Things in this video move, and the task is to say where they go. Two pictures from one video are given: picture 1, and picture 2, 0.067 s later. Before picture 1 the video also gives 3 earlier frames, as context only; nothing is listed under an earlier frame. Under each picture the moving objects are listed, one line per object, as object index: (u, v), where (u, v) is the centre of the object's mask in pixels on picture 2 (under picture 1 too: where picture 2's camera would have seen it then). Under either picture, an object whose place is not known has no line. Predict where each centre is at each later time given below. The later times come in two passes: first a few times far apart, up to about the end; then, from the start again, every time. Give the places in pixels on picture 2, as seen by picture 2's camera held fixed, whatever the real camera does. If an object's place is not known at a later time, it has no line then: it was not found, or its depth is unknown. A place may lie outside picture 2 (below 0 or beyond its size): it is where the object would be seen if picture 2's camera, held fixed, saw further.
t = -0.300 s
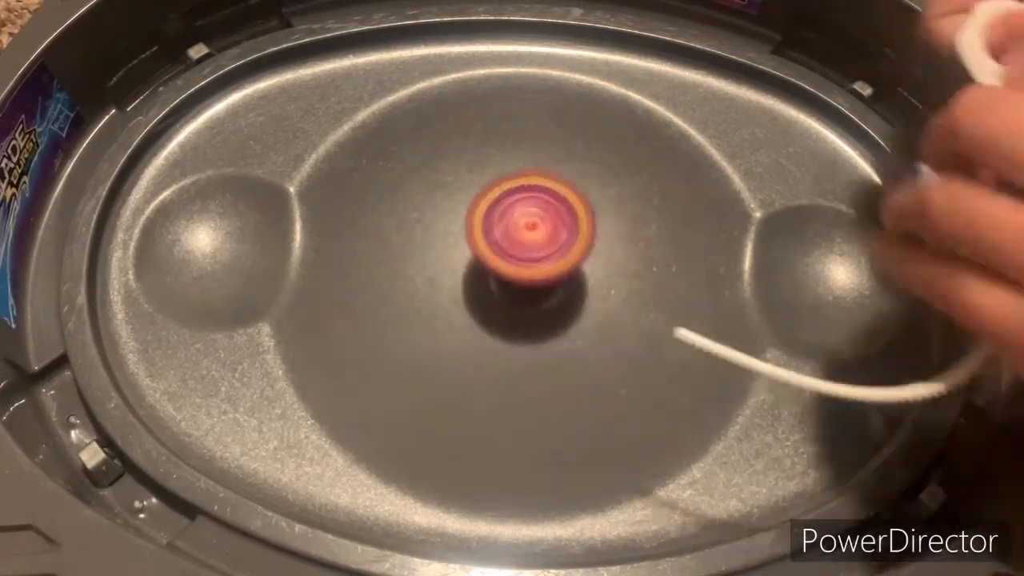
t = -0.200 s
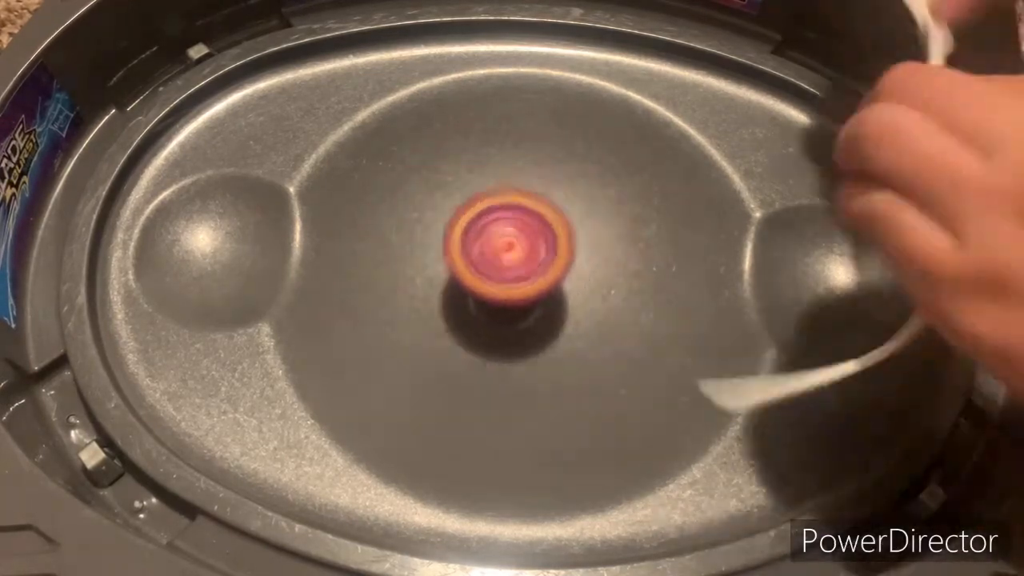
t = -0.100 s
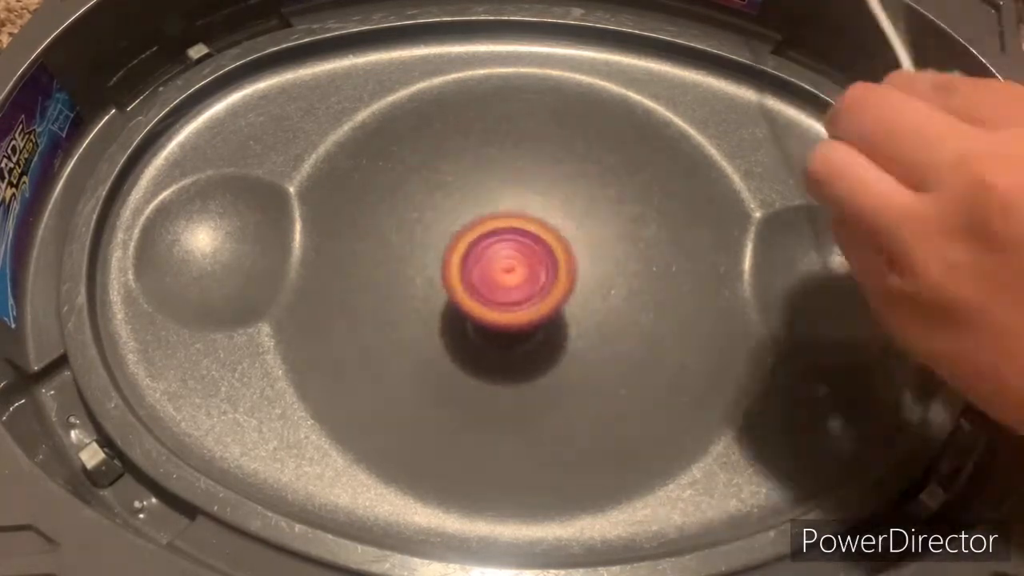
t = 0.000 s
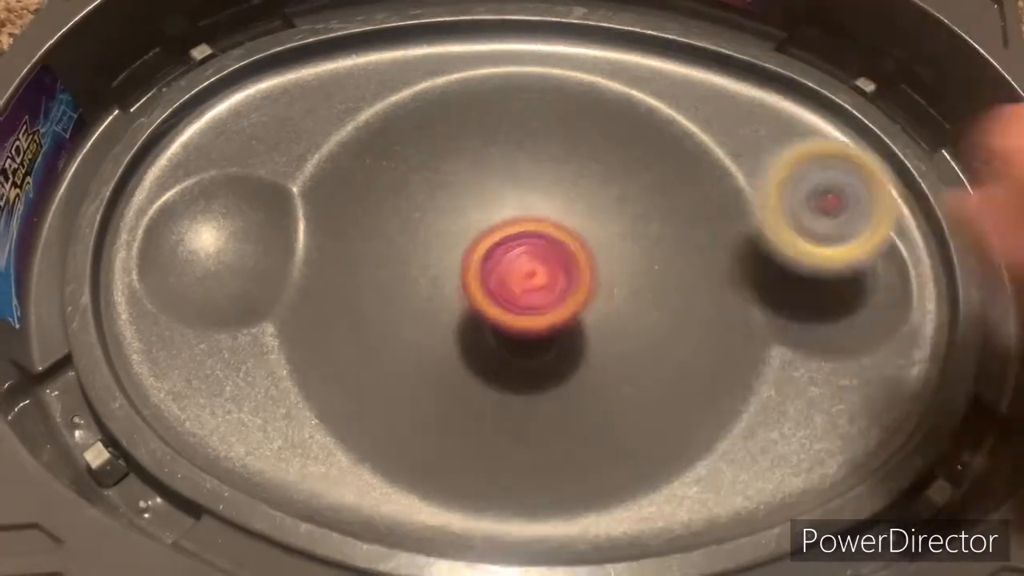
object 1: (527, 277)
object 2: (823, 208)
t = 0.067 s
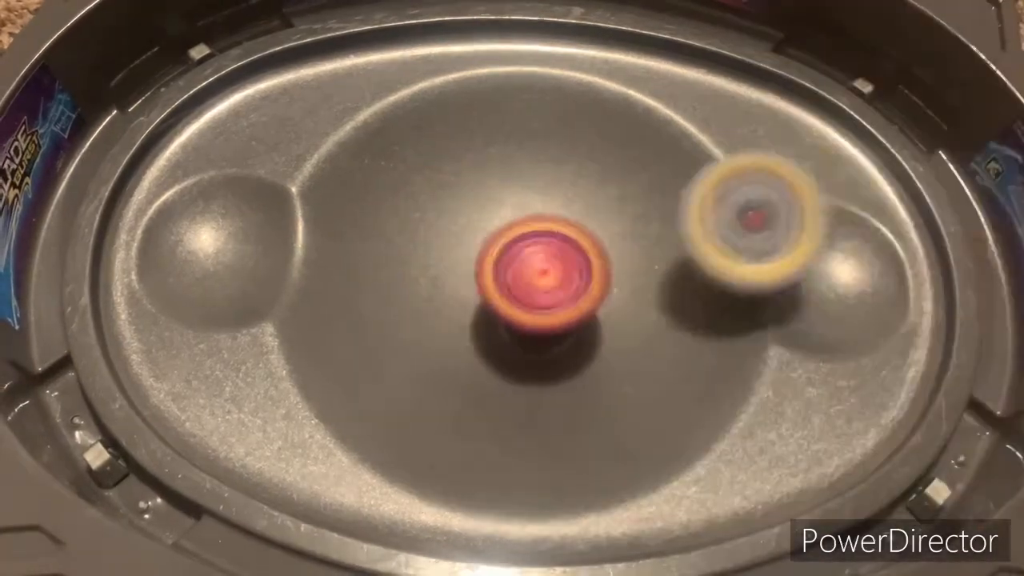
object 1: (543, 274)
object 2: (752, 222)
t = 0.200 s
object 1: (433, 261)
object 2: (675, 259)
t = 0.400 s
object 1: (337, 348)
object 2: (573, 264)
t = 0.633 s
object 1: (572, 361)
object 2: (479, 251)
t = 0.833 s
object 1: (627, 202)
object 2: (482, 199)
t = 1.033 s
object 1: (585, 104)
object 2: (334, 309)
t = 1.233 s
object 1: (451, 187)
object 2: (436, 494)
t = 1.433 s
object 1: (527, 318)
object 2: (603, 442)
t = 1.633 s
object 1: (626, 237)
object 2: (723, 354)
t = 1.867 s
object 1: (472, 87)
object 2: (597, 271)
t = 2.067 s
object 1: (331, 133)
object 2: (460, 337)
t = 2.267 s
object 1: (337, 198)
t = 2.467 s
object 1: (499, 295)
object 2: (608, 361)
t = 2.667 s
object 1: (573, 123)
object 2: (687, 284)
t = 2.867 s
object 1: (581, 74)
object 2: (464, 254)
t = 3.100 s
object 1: (563, 163)
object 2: (371, 359)
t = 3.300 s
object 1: (632, 251)
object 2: (464, 390)
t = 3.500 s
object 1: (675, 247)
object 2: (458, 351)
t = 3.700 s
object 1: (616, 278)
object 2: (498, 243)
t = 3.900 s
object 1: (585, 303)
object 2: (489, 190)
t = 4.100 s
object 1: (514, 319)
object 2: (506, 188)
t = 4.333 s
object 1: (469, 337)
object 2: (564, 252)
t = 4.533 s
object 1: (428, 289)
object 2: (577, 318)
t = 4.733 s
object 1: (432, 227)
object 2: (529, 332)
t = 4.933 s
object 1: (493, 164)
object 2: (470, 292)
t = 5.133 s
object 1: (566, 155)
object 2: (459, 221)
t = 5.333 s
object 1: (641, 221)
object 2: (495, 186)
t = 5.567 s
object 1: (639, 331)
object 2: (573, 220)
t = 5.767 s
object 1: (525, 384)
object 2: (592, 276)
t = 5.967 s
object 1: (410, 325)
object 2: (549, 319)
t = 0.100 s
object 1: (545, 268)
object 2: (714, 237)
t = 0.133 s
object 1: (532, 264)
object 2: (682, 250)
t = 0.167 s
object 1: (477, 260)
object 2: (681, 254)
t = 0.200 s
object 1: (433, 261)
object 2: (675, 259)
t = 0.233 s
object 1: (396, 267)
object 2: (667, 264)
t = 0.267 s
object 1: (367, 276)
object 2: (653, 267)
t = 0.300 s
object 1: (343, 290)
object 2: (635, 269)
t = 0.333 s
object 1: (331, 306)
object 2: (616, 268)
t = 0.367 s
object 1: (329, 326)
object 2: (594, 269)
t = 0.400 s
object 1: (337, 348)
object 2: (573, 264)
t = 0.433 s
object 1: (351, 368)
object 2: (550, 264)
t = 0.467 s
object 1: (378, 386)
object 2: (529, 263)
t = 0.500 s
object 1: (420, 403)
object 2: (513, 261)
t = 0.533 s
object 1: (461, 409)
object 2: (499, 261)
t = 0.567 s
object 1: (503, 400)
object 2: (490, 257)
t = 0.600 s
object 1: (542, 384)
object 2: (484, 257)
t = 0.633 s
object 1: (572, 361)
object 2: (479, 251)
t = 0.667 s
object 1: (607, 351)
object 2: (471, 233)
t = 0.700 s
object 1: (634, 328)
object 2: (466, 214)
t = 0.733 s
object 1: (648, 299)
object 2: (465, 203)
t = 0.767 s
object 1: (651, 268)
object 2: (467, 197)
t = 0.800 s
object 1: (645, 234)
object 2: (474, 193)
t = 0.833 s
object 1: (627, 202)
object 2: (482, 199)
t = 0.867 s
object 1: (628, 176)
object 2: (463, 205)
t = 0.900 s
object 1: (642, 152)
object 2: (425, 216)
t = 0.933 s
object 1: (643, 134)
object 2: (391, 231)
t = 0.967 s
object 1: (632, 120)
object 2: (364, 253)
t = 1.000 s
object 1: (612, 110)
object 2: (345, 280)
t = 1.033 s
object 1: (585, 104)
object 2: (334, 309)
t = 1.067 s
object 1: (556, 102)
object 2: (334, 340)
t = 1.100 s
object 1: (530, 106)
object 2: (343, 376)
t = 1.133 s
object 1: (504, 116)
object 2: (364, 409)
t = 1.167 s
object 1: (481, 134)
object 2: (391, 442)
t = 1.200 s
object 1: (462, 159)
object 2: (414, 474)
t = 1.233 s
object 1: (451, 187)
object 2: (436, 494)
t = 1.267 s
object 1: (446, 219)
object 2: (465, 497)
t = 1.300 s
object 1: (449, 251)
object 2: (496, 488)
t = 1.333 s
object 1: (459, 282)
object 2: (519, 476)
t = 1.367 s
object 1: (477, 310)
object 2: (541, 457)
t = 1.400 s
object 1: (499, 326)
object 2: (566, 433)
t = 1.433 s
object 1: (527, 318)
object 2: (603, 442)
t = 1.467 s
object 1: (552, 301)
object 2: (641, 443)
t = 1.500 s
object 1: (579, 289)
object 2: (673, 435)
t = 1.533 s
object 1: (598, 280)
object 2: (698, 422)
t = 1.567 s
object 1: (614, 267)
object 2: (714, 406)
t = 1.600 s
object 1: (622, 253)
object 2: (723, 383)
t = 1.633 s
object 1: (626, 237)
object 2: (723, 354)
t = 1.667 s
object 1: (625, 222)
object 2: (714, 320)
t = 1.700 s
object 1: (610, 177)
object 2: (710, 313)
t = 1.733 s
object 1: (590, 138)
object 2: (704, 309)
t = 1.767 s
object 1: (567, 109)
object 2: (689, 300)
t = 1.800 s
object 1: (540, 93)
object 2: (664, 290)
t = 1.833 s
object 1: (508, 87)
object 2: (632, 280)
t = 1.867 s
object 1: (472, 87)
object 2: (597, 271)
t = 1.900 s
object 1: (436, 100)
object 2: (559, 264)
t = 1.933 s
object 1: (406, 116)
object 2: (523, 255)
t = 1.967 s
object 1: (384, 140)
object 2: (493, 249)
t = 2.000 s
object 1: (371, 167)
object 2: (465, 246)
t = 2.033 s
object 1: (348, 149)
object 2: (460, 291)
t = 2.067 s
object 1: (331, 133)
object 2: (460, 337)
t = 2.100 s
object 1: (324, 132)
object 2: (467, 389)
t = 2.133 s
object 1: (318, 137)
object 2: (474, 423)
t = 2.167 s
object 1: (315, 144)
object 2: (492, 465)
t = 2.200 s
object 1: (318, 159)
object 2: (507, 497)
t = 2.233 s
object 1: (327, 175)
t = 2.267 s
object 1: (337, 198)
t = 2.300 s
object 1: (354, 224)
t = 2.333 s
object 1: (375, 248)
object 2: (587, 464)
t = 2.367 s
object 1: (403, 269)
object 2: (603, 444)
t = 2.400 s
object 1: (434, 286)
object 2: (607, 422)
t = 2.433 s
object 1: (470, 298)
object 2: (608, 384)
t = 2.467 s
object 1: (499, 295)
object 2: (608, 361)
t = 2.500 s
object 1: (512, 250)
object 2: (649, 369)
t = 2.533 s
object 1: (525, 210)
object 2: (680, 366)
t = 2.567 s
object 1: (541, 175)
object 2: (695, 354)
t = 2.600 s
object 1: (556, 150)
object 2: (706, 332)
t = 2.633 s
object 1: (566, 136)
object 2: (704, 305)
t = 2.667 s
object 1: (573, 123)
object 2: (687, 284)
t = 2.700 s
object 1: (578, 114)
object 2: (660, 261)
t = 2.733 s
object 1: (580, 110)
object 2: (631, 241)
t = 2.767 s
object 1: (582, 107)
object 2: (598, 231)
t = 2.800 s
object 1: (586, 91)
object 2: (552, 234)
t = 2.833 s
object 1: (585, 80)
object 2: (509, 242)
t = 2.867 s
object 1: (581, 74)
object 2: (464, 254)
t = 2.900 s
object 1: (580, 75)
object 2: (426, 267)
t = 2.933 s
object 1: (579, 80)
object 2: (394, 277)
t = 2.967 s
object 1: (575, 89)
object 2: (373, 289)
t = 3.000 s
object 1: (569, 104)
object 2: (359, 307)
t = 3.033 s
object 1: (564, 122)
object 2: (353, 327)
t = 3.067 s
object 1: (563, 144)
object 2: (357, 348)
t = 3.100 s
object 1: (563, 163)
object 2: (371, 359)
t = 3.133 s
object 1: (564, 187)
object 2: (393, 372)
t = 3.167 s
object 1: (565, 210)
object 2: (429, 379)
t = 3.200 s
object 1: (565, 230)
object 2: (463, 376)
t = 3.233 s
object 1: (566, 255)
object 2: (498, 368)
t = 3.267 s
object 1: (591, 264)
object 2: (491, 375)
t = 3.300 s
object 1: (632, 251)
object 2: (464, 390)
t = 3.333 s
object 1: (664, 243)
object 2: (448, 396)
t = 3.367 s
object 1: (682, 238)
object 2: (441, 397)
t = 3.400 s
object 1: (690, 237)
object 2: (440, 391)
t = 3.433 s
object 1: (690, 240)
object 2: (443, 381)
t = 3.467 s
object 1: (684, 242)
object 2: (449, 368)
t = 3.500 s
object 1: (675, 247)
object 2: (458, 351)
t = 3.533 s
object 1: (664, 253)
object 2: (470, 335)
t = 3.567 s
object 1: (650, 257)
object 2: (481, 315)
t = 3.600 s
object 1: (633, 264)
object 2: (497, 298)
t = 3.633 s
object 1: (622, 269)
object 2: (502, 283)
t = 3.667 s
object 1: (621, 273)
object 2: (501, 263)
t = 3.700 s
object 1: (616, 278)
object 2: (498, 243)
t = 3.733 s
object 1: (612, 284)
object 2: (497, 224)
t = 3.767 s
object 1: (610, 290)
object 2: (494, 209)
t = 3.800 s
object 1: (606, 293)
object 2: (493, 199)
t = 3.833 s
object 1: (600, 296)
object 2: (491, 193)
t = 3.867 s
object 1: (593, 301)
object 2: (490, 190)
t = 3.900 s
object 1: (585, 303)
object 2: (489, 190)
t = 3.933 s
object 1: (575, 305)
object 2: (488, 191)
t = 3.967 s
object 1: (564, 306)
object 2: (489, 193)
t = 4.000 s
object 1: (554, 304)
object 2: (491, 195)
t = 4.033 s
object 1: (539, 305)
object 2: (494, 194)
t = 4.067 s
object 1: (522, 311)
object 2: (499, 192)
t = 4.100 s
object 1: (514, 319)
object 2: (506, 188)
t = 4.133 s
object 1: (503, 328)
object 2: (515, 190)
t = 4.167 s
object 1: (494, 335)
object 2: (525, 198)
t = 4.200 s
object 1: (488, 337)
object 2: (535, 206)
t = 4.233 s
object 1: (479, 340)
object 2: (544, 215)
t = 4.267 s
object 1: (474, 341)
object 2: (553, 226)
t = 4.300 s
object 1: (472, 340)
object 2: (558, 239)
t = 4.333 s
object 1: (469, 337)
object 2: (564, 252)
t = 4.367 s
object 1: (467, 331)
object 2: (568, 263)
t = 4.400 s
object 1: (464, 325)
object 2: (574, 276)
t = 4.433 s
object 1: (452, 316)
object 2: (579, 288)
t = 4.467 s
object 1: (443, 308)
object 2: (581, 297)
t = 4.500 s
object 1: (438, 301)
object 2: (580, 310)
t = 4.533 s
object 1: (428, 289)
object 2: (577, 318)
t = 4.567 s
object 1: (423, 278)
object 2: (573, 325)
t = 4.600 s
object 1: (423, 269)
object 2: (567, 329)
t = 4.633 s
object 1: (421, 257)
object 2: (558, 333)
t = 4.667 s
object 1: (422, 247)
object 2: (547, 335)
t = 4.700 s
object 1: (428, 237)
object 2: (537, 333)
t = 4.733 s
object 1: (432, 227)
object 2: (529, 332)
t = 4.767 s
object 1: (439, 220)
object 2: (517, 327)
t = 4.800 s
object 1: (448, 210)
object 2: (507, 321)
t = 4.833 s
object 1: (460, 195)
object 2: (500, 317)
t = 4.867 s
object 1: (474, 185)
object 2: (491, 312)
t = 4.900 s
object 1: (483, 171)
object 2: (477, 303)
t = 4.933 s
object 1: (493, 164)
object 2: (470, 292)
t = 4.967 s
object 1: (508, 156)
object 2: (464, 281)
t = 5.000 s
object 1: (519, 150)
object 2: (460, 270)
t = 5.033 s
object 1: (530, 151)
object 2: (456, 257)
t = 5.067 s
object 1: (544, 148)
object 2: (455, 244)
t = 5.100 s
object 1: (553, 150)
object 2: (456, 234)
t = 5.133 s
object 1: (566, 155)
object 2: (459, 221)
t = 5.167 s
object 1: (578, 160)
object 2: (463, 210)
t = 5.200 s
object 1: (589, 172)
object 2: (466, 203)
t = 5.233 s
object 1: (607, 183)
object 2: (470, 197)
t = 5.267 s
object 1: (617, 195)
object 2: (477, 190)
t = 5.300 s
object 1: (630, 210)
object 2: (483, 186)
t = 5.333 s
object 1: (641, 221)
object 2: (495, 186)
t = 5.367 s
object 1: (648, 239)
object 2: (507, 186)
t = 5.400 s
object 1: (655, 255)
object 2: (518, 186)
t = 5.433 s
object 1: (656, 271)
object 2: (530, 191)
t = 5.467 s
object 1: (657, 289)
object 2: (543, 197)
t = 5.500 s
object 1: (654, 303)
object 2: (555, 202)
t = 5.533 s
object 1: (647, 318)
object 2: (563, 210)
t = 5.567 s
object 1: (639, 331)
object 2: (573, 220)
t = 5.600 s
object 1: (625, 343)
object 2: (582, 229)
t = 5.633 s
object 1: (606, 359)
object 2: (587, 238)
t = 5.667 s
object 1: (588, 370)
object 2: (591, 246)
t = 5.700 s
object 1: (568, 377)
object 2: (596, 254)
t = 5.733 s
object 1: (549, 381)
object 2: (594, 264)
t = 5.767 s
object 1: (525, 384)
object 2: (592, 276)
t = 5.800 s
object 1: (502, 383)
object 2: (591, 283)
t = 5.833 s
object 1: (480, 377)
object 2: (586, 292)
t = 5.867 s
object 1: (460, 370)
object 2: (579, 301)
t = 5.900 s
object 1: (440, 357)
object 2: (572, 307)
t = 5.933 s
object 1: (425, 344)
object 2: (562, 313)
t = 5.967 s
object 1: (410, 325)
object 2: (549, 319)
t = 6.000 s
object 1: (401, 308)
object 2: (540, 320)
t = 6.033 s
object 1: (396, 288)
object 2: (528, 323)
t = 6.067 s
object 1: (390, 267)
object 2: (522, 327)
